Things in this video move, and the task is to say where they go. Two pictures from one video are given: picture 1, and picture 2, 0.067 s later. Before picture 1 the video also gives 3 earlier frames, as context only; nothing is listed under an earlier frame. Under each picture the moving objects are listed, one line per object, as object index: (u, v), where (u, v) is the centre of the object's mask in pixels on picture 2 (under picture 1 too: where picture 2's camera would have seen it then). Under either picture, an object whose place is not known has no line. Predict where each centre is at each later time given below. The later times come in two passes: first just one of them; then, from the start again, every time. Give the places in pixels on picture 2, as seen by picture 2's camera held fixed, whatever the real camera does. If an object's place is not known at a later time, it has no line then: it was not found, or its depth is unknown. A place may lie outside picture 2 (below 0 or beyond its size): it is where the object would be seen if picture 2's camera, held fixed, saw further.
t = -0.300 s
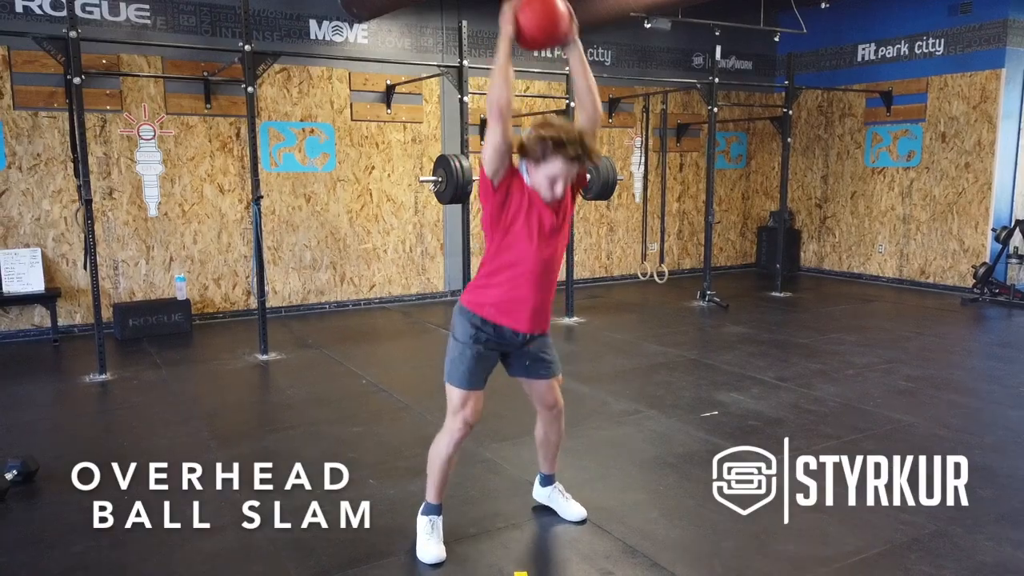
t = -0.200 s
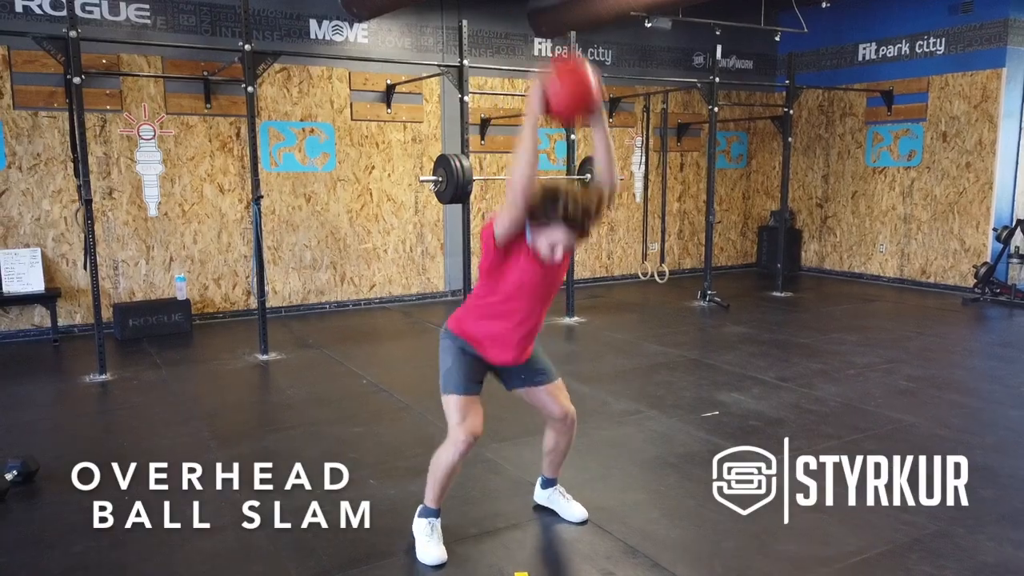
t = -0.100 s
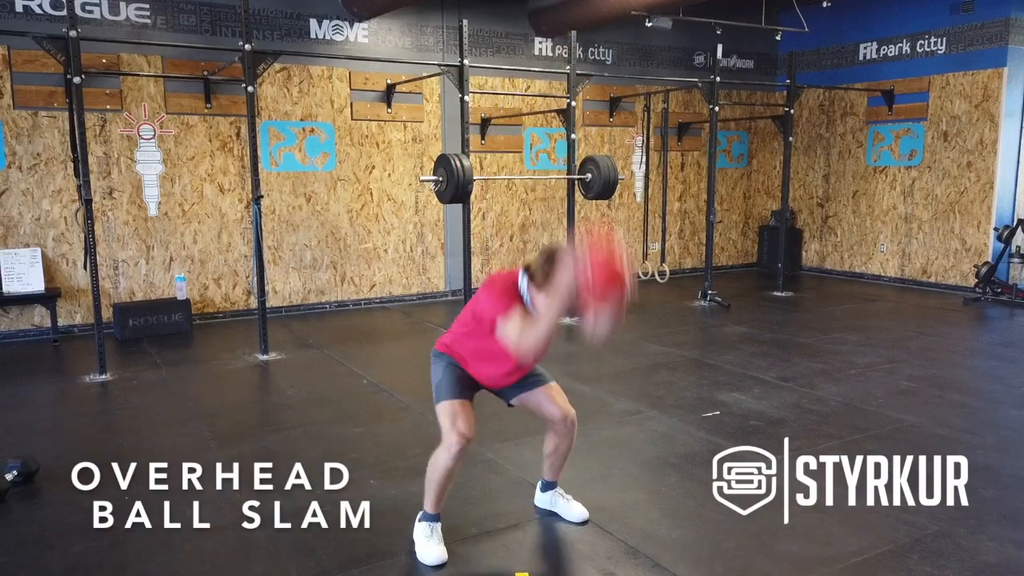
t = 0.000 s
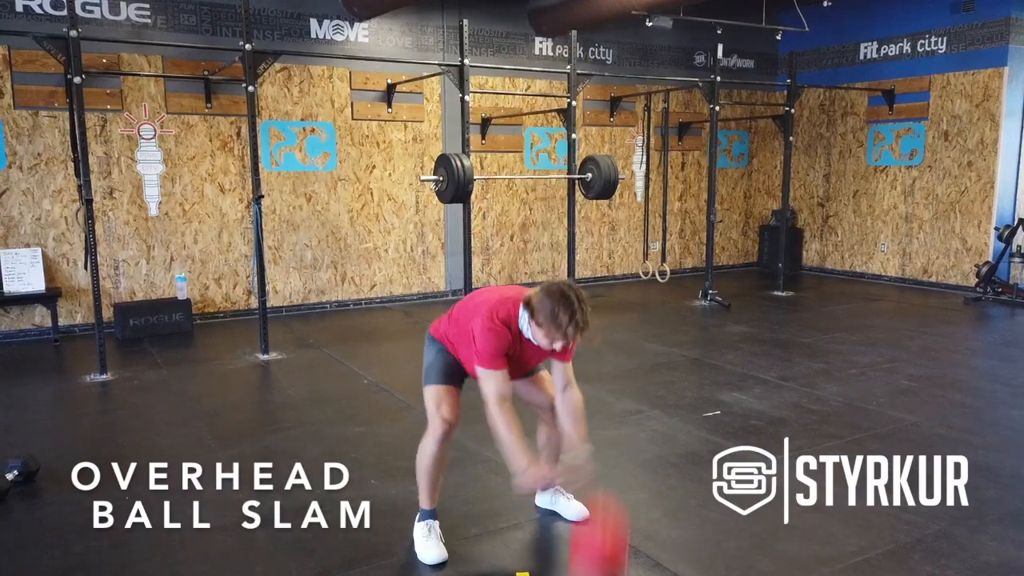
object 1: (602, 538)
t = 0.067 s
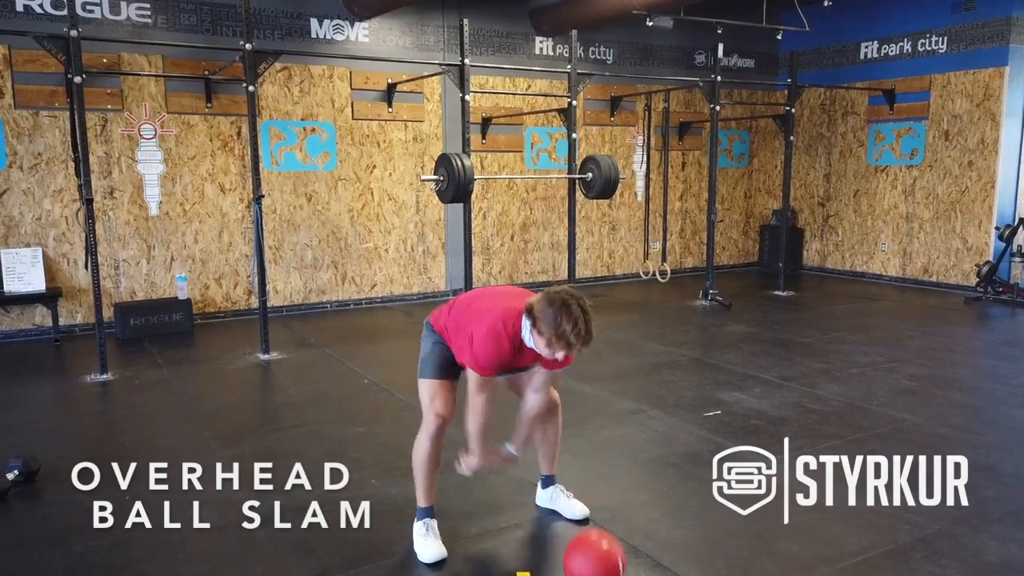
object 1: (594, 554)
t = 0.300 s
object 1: (579, 519)
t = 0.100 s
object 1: (592, 546)
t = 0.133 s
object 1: (590, 536)
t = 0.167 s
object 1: (587, 527)
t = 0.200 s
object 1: (585, 520)
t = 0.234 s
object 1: (583, 517)
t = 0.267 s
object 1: (581, 517)
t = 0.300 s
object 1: (579, 519)
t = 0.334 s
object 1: (577, 525)
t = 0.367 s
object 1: (574, 533)
